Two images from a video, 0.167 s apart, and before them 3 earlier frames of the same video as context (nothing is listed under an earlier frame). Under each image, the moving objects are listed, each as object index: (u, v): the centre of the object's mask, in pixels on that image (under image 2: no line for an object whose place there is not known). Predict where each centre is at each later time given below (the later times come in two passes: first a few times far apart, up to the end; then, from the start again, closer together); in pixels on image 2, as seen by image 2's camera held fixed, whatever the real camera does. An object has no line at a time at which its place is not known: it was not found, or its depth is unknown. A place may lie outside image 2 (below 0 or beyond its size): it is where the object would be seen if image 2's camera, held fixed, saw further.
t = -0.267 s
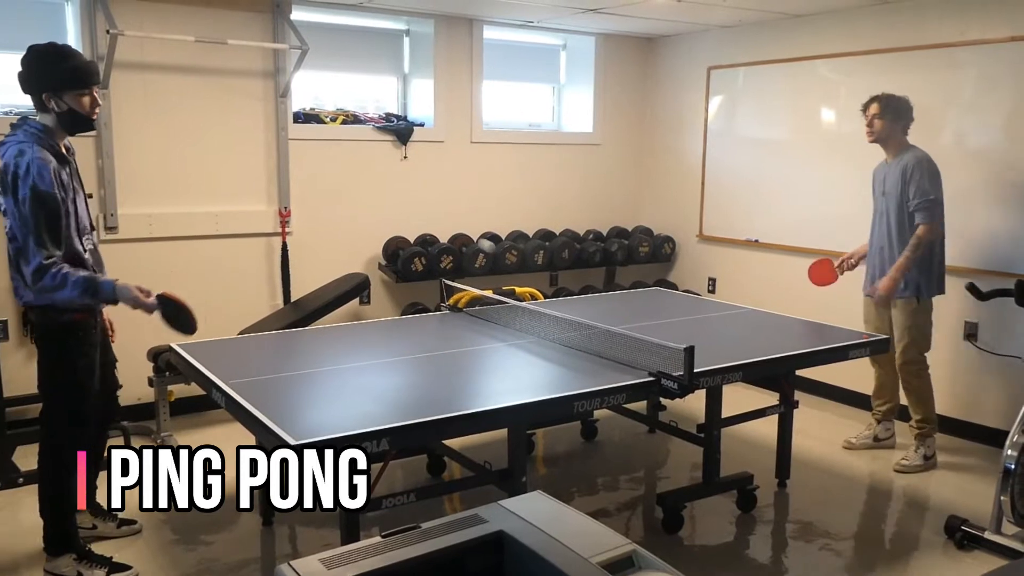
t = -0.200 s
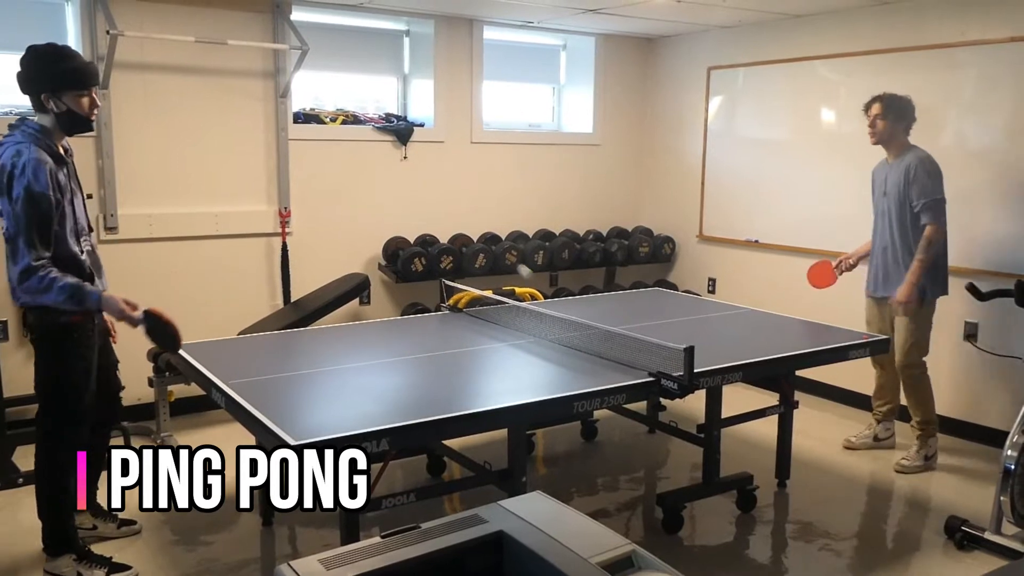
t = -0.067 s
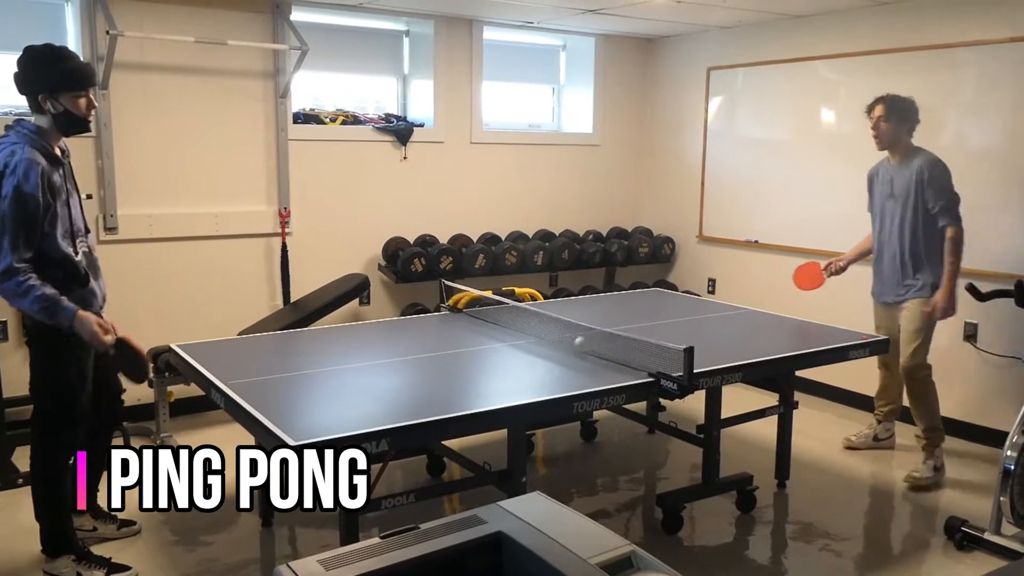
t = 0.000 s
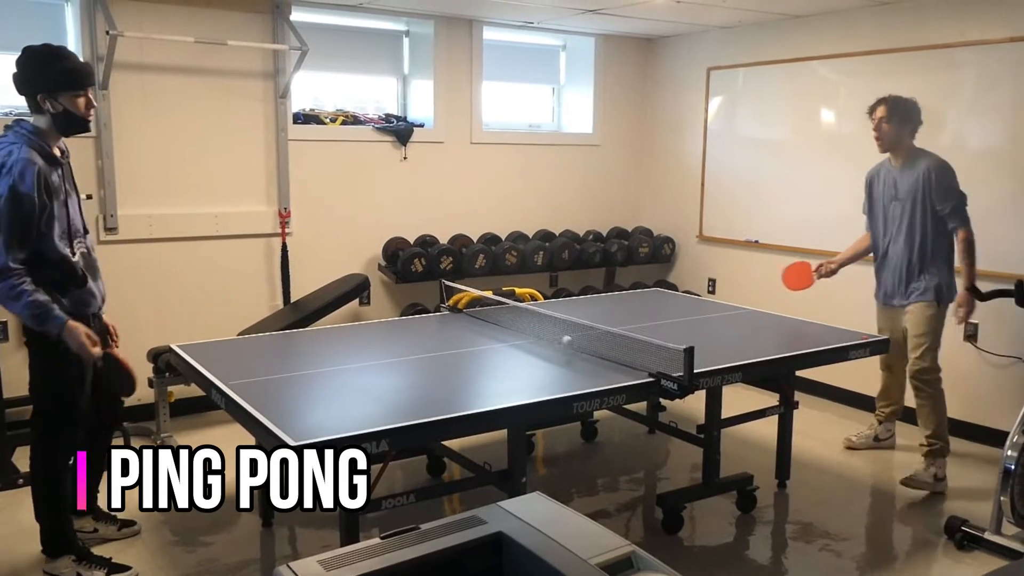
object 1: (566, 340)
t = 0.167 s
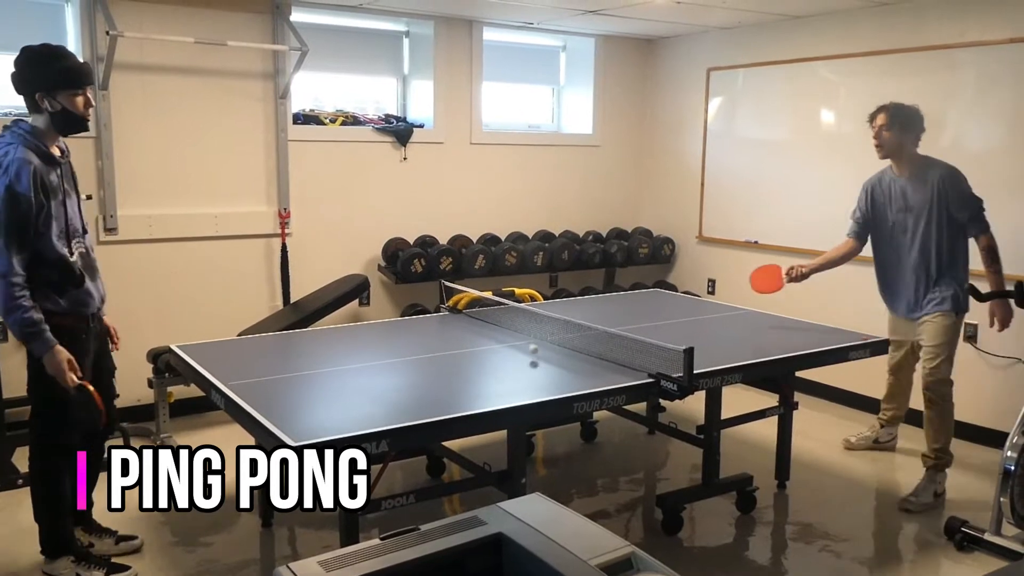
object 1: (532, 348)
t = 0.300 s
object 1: (506, 350)
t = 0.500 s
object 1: (465, 359)
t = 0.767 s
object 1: (412, 360)
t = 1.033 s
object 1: (358, 368)
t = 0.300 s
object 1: (506, 350)
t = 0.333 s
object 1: (499, 355)
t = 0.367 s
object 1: (492, 351)
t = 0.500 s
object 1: (465, 359)
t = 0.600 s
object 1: (445, 355)
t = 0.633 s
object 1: (438, 358)
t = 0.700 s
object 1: (425, 359)
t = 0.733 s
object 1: (418, 358)
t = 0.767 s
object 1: (412, 360)
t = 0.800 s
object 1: (405, 365)
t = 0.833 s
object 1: (396, 364)
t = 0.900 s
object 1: (385, 363)
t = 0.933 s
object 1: (378, 367)
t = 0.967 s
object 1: (372, 368)
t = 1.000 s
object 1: (365, 366)
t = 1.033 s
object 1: (358, 368)
